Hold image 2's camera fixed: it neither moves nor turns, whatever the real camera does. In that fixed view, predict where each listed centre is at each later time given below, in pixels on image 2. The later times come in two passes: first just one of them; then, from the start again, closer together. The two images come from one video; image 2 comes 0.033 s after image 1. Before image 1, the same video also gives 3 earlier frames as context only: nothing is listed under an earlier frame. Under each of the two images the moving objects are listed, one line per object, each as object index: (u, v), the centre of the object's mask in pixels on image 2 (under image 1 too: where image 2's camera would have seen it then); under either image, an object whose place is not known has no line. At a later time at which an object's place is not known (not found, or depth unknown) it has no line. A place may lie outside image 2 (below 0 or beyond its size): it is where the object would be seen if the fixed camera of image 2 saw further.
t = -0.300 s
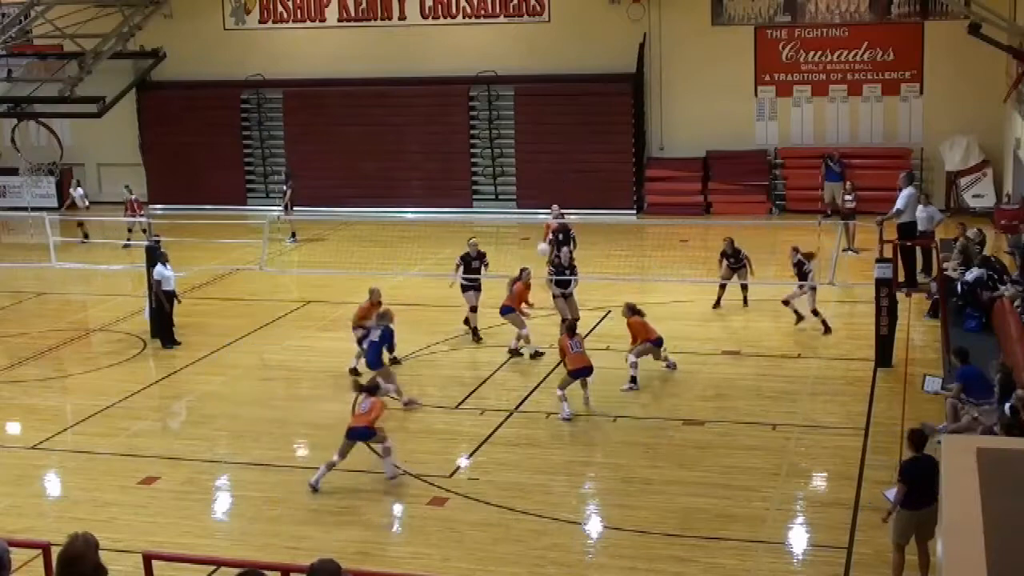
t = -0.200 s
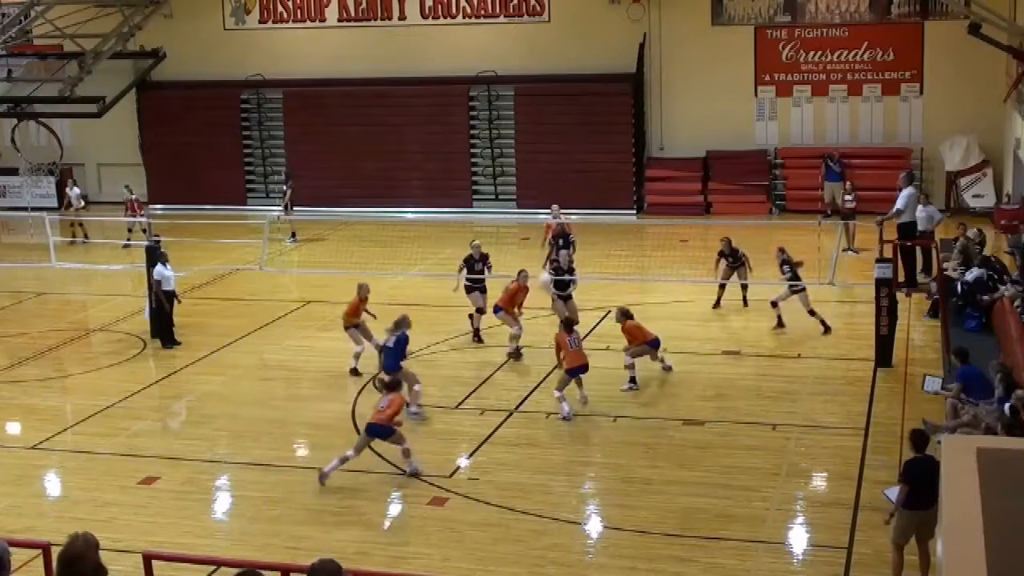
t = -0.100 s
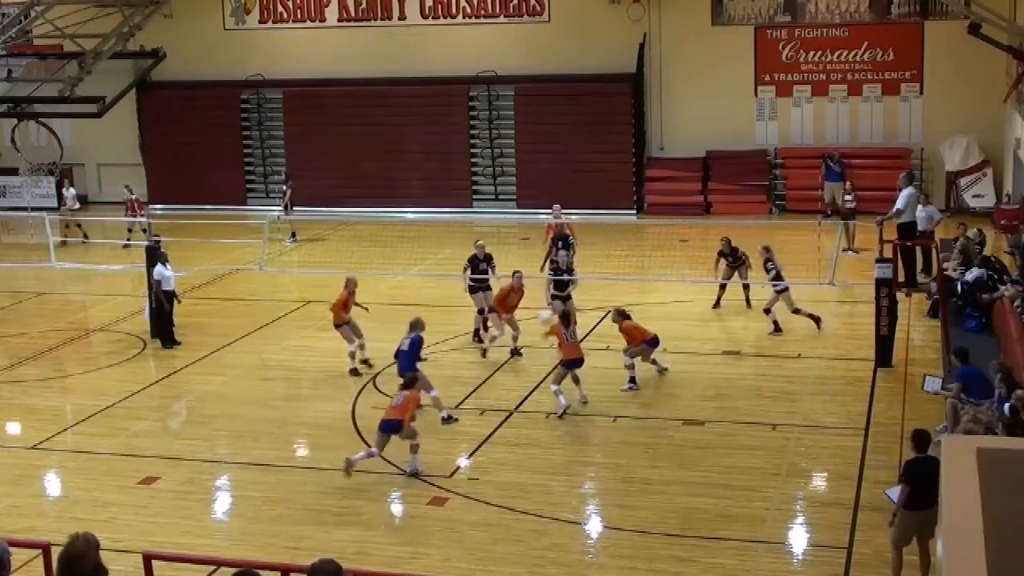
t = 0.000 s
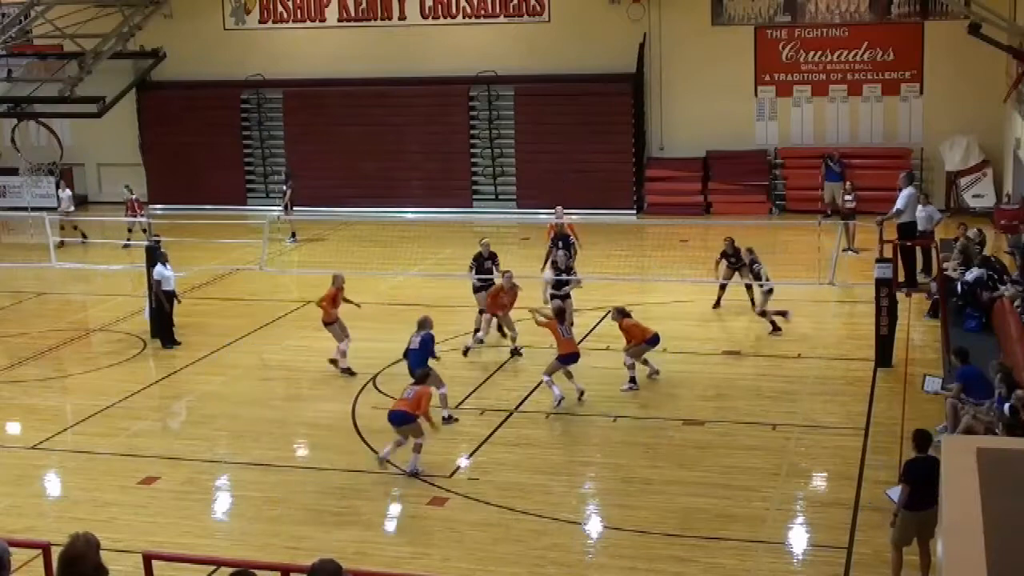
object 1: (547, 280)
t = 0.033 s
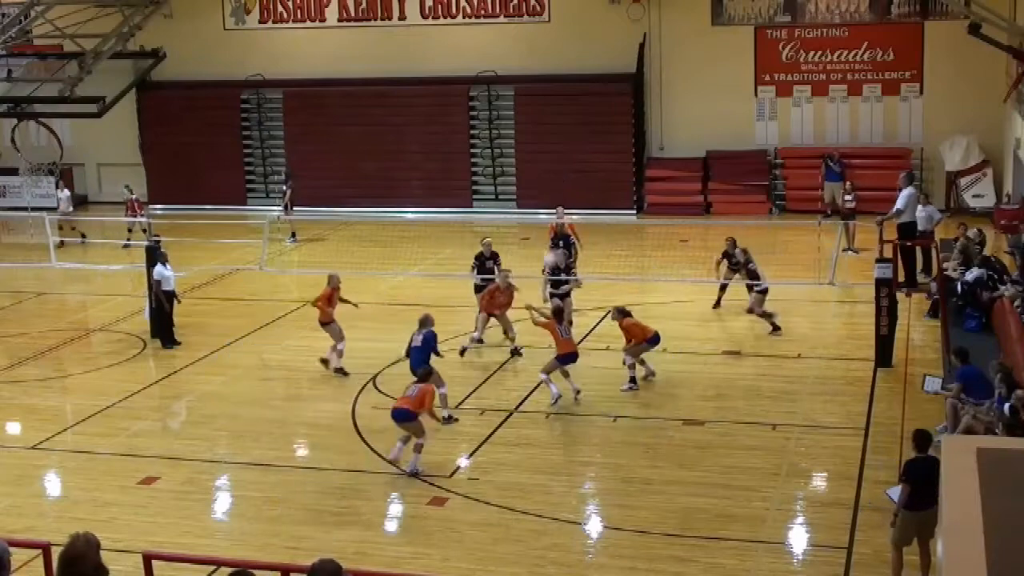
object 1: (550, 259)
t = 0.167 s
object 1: (554, 198)
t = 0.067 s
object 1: (551, 242)
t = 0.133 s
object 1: (553, 211)
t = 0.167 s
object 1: (554, 198)
